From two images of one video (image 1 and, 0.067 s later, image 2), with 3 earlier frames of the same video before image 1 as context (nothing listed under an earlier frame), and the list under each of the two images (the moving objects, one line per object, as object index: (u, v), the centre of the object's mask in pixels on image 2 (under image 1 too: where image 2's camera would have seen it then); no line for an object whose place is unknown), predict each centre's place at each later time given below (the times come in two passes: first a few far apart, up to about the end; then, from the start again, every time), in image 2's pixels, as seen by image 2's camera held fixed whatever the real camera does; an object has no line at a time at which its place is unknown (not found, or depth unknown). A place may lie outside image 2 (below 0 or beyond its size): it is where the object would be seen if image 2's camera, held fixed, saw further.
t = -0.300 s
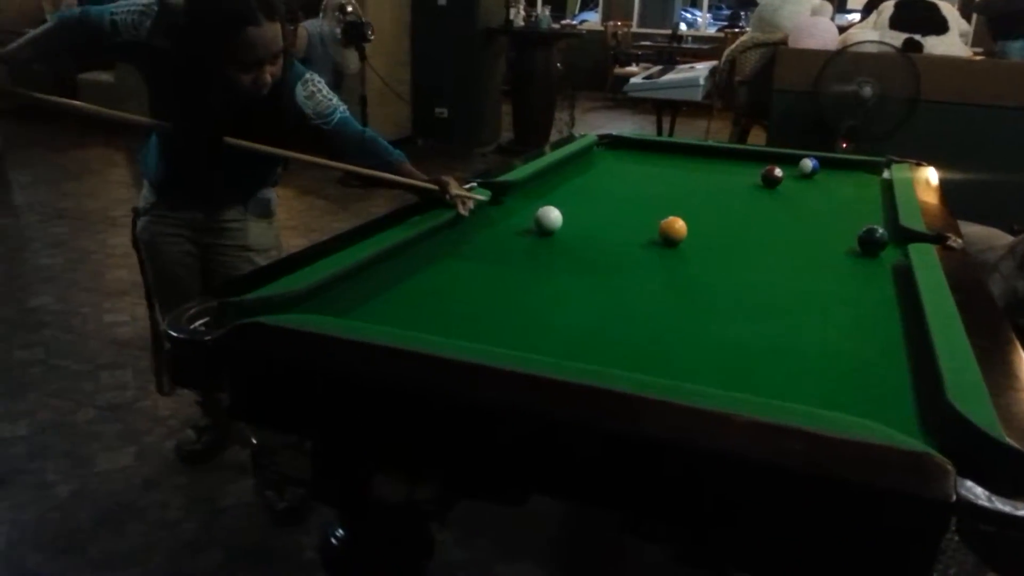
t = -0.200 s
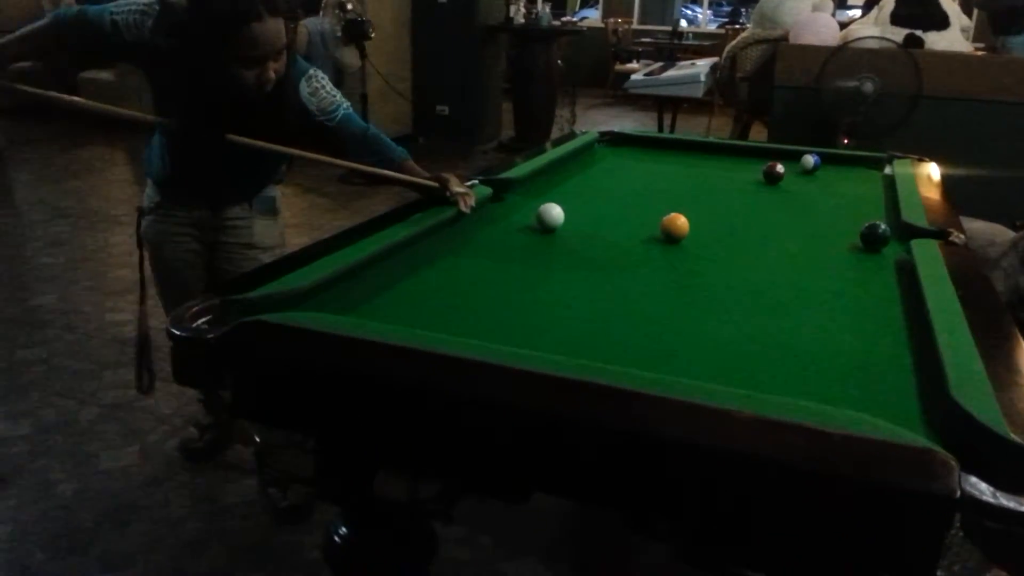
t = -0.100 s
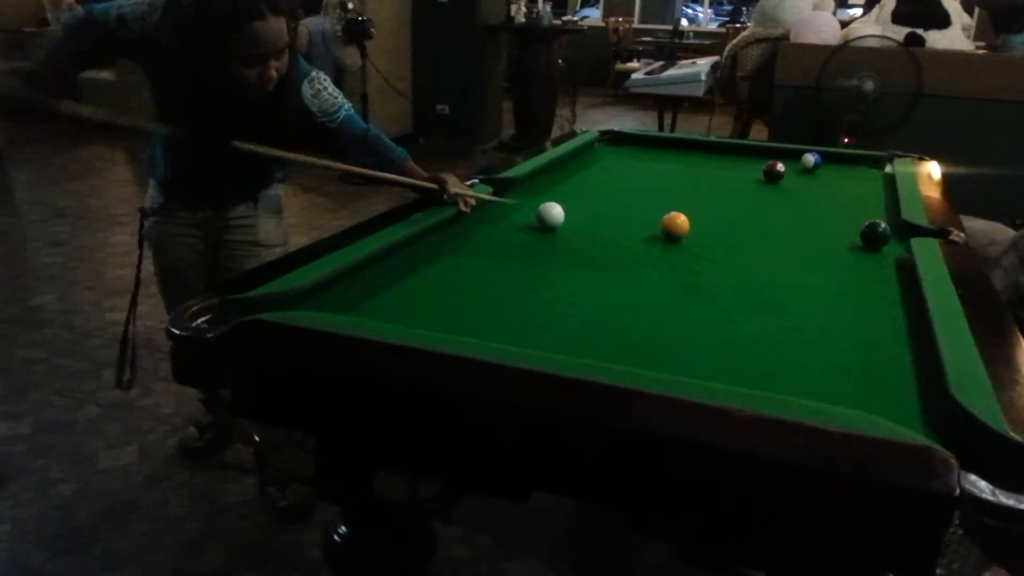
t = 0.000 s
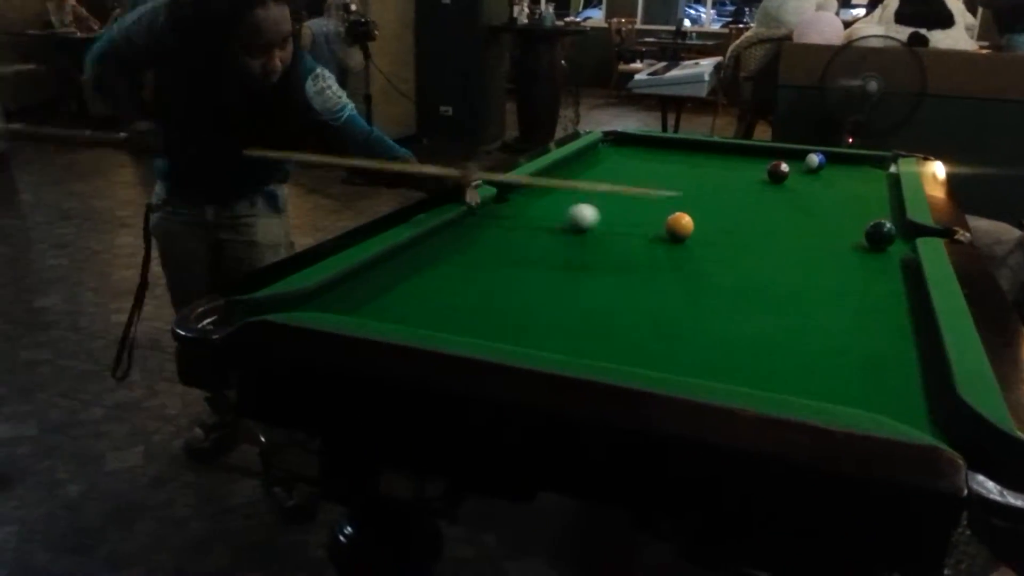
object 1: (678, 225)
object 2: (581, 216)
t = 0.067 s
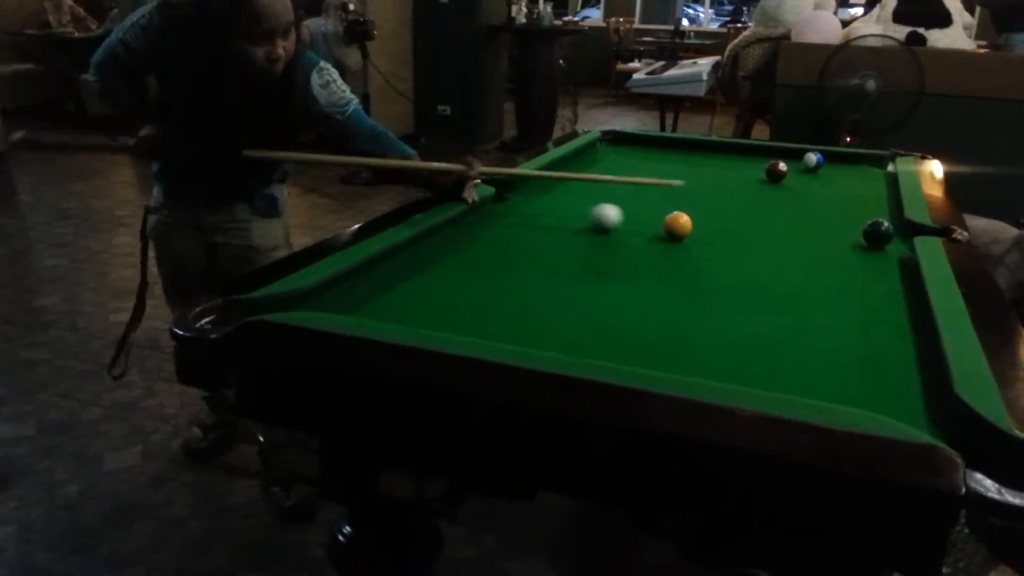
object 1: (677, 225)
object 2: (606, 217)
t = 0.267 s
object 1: (687, 227)
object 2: (668, 215)
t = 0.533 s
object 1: (721, 236)
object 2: (730, 210)
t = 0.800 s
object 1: (751, 244)
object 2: (780, 206)
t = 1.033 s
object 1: (776, 251)
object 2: (818, 202)
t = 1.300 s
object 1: (801, 256)
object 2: (856, 198)
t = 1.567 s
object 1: (821, 261)
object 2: (887, 194)
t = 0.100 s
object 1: (677, 225)
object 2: (620, 217)
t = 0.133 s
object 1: (677, 225)
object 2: (632, 218)
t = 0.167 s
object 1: (678, 225)
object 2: (645, 218)
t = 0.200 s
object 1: (679, 225)
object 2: (654, 217)
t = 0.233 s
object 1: (684, 227)
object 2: (662, 216)
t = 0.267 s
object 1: (687, 227)
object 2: (668, 215)
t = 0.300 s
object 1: (692, 229)
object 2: (676, 213)
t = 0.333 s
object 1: (696, 230)
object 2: (685, 212)
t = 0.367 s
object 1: (700, 230)
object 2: (693, 211)
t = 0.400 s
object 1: (704, 232)
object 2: (701, 211)
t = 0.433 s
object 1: (708, 233)
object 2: (709, 210)
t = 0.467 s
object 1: (712, 233)
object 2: (716, 210)
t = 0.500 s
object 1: (716, 235)
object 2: (723, 210)
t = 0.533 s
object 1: (721, 236)
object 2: (730, 210)
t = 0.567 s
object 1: (725, 237)
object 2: (737, 210)
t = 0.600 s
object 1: (729, 238)
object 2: (743, 209)
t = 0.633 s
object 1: (733, 239)
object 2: (750, 209)
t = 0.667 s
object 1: (736, 240)
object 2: (756, 208)
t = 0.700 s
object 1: (740, 241)
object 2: (762, 208)
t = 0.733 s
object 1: (744, 242)
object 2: (768, 207)
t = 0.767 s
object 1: (748, 243)
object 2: (774, 206)
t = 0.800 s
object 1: (751, 244)
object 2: (780, 206)
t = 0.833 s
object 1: (754, 246)
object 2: (785, 205)
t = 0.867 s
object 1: (759, 246)
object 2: (791, 205)
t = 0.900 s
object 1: (762, 247)
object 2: (797, 204)
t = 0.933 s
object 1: (766, 248)
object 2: (802, 204)
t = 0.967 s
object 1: (769, 249)
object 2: (808, 203)
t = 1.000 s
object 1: (773, 250)
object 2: (813, 202)
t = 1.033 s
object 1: (776, 251)
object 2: (818, 202)
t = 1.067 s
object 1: (779, 251)
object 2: (823, 201)
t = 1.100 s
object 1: (783, 253)
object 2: (828, 201)
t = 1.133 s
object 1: (786, 253)
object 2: (833, 200)
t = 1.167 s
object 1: (789, 254)
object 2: (838, 200)
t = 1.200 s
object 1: (792, 255)
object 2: (843, 199)
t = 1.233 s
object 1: (795, 255)
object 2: (847, 199)
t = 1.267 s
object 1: (798, 256)
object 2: (852, 199)
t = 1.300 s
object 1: (801, 256)
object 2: (856, 198)
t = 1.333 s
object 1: (804, 257)
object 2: (861, 198)
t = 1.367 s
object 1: (806, 258)
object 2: (865, 198)
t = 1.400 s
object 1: (808, 259)
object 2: (869, 197)
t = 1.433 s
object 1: (811, 260)
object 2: (874, 196)
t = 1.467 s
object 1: (814, 260)
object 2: (878, 195)
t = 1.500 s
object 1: (816, 261)
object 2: (882, 195)
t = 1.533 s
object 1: (818, 261)
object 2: (886, 194)
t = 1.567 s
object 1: (821, 261)
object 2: (887, 194)
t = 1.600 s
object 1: (824, 261)
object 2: (885, 193)
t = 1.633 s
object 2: (883, 192)
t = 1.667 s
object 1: (829, 262)
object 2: (880, 192)
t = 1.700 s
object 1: (832, 263)
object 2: (878, 191)
